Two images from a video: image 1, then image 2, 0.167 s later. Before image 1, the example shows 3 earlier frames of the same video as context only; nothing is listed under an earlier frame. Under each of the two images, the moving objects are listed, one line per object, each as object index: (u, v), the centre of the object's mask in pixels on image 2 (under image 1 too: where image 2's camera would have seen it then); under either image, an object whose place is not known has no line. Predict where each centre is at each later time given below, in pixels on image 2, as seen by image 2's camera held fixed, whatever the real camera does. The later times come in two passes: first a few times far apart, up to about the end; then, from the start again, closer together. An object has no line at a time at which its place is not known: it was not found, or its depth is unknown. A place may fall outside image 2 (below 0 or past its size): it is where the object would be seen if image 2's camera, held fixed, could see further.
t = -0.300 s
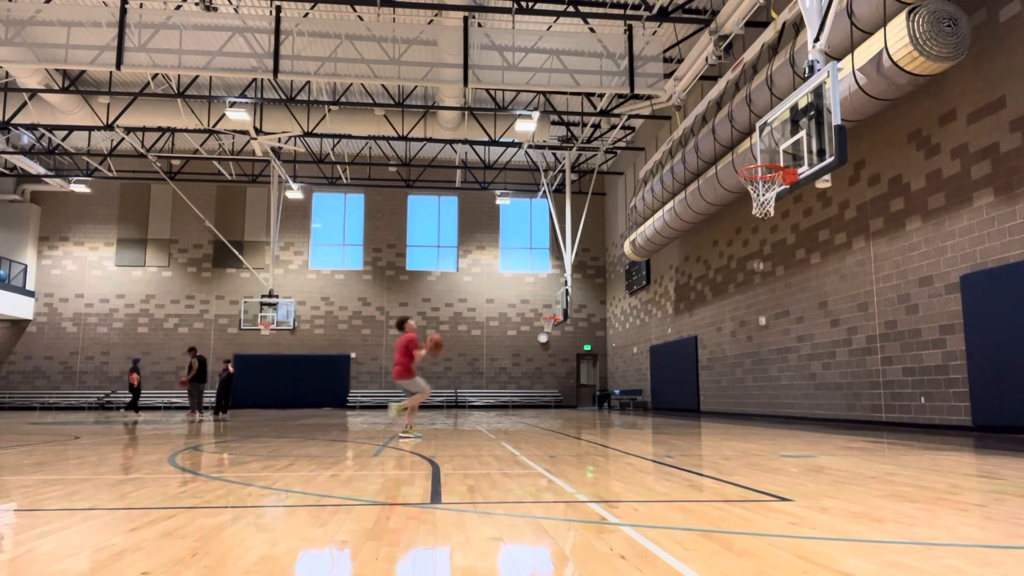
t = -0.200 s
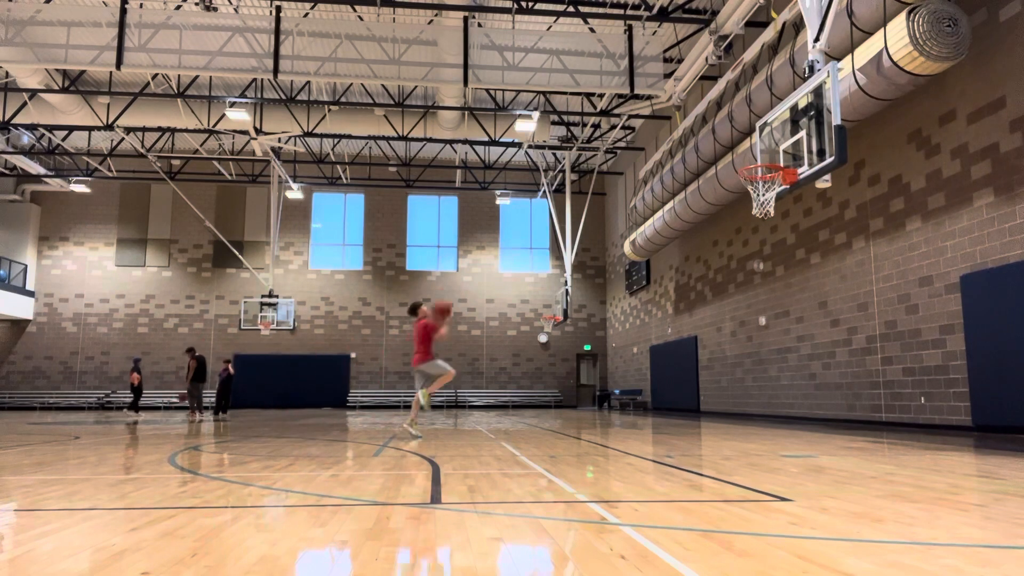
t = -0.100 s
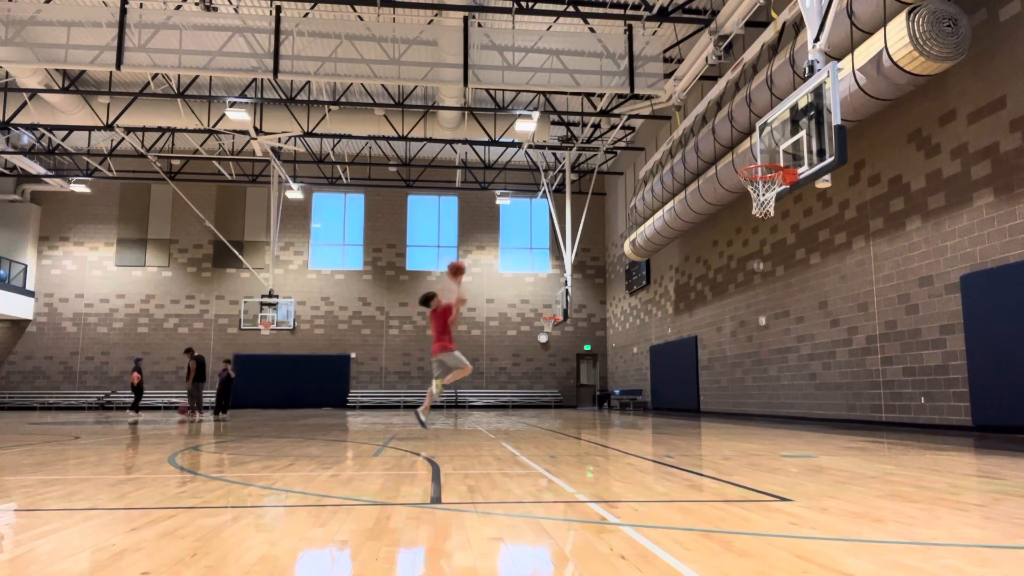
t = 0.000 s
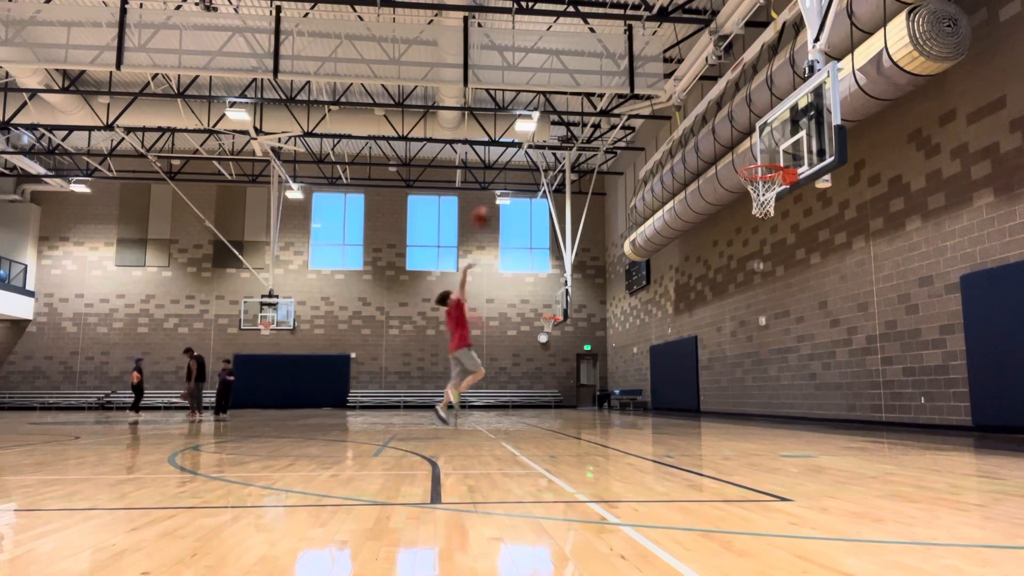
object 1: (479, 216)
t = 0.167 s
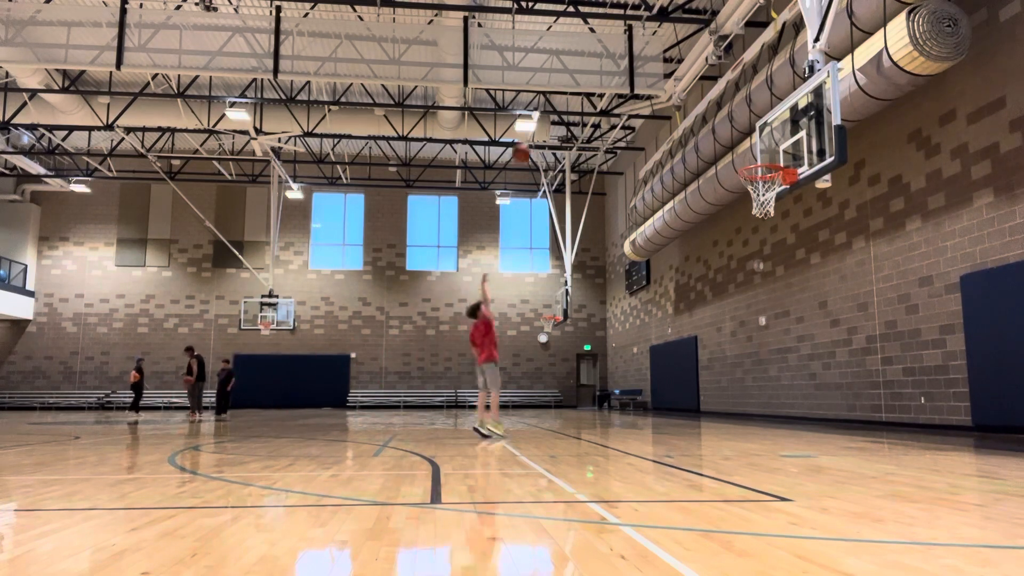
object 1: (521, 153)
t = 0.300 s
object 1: (553, 118)
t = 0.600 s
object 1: (624, 88)
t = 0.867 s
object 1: (690, 118)
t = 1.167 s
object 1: (699, 156)
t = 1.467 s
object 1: (625, 179)
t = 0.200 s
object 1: (529, 145)
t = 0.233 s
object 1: (537, 135)
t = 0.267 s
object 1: (545, 127)
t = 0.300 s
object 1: (553, 118)
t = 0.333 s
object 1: (560, 112)
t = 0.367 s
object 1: (569, 105)
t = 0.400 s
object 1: (576, 99)
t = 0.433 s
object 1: (584, 96)
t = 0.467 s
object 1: (592, 92)
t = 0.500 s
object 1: (601, 89)
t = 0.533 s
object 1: (608, 88)
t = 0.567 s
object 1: (616, 87)
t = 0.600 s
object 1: (624, 88)
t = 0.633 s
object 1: (632, 88)
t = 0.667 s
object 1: (641, 90)
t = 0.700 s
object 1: (649, 92)
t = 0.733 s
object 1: (657, 95)
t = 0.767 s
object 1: (665, 100)
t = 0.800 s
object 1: (673, 105)
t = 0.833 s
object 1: (681, 111)
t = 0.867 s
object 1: (690, 118)
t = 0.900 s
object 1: (699, 126)
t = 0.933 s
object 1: (707, 134)
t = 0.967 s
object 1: (715, 144)
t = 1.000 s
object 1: (724, 156)
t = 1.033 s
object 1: (732, 166)
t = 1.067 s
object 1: (725, 164)
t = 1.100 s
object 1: (716, 160)
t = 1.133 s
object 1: (707, 157)
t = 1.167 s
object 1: (699, 156)
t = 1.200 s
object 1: (690, 155)
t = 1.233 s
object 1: (681, 155)
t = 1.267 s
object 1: (673, 156)
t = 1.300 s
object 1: (665, 158)
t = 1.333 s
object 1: (657, 160)
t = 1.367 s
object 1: (649, 164)
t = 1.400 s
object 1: (641, 167)
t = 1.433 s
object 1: (633, 173)
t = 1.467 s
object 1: (625, 179)
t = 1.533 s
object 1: (609, 193)
